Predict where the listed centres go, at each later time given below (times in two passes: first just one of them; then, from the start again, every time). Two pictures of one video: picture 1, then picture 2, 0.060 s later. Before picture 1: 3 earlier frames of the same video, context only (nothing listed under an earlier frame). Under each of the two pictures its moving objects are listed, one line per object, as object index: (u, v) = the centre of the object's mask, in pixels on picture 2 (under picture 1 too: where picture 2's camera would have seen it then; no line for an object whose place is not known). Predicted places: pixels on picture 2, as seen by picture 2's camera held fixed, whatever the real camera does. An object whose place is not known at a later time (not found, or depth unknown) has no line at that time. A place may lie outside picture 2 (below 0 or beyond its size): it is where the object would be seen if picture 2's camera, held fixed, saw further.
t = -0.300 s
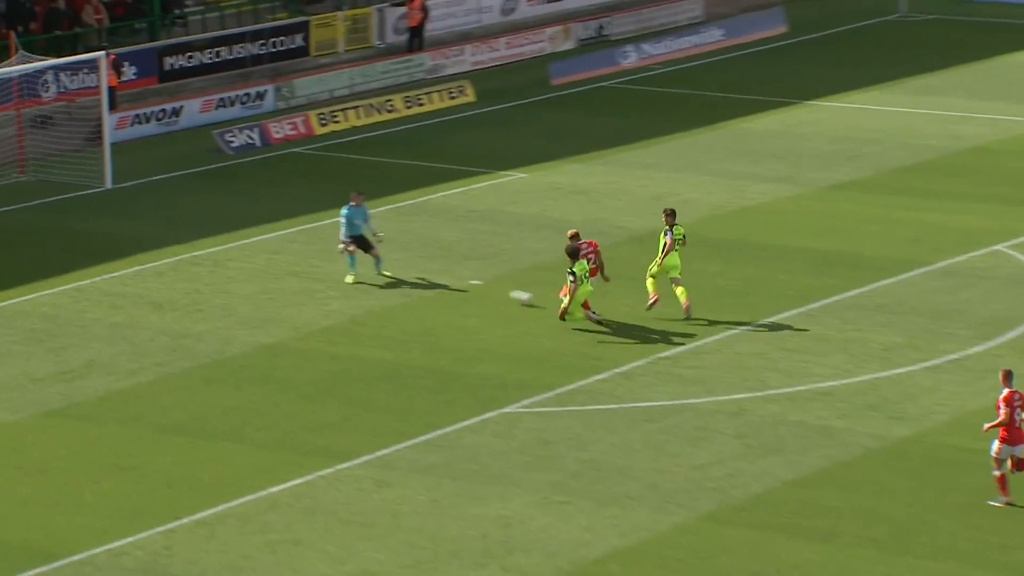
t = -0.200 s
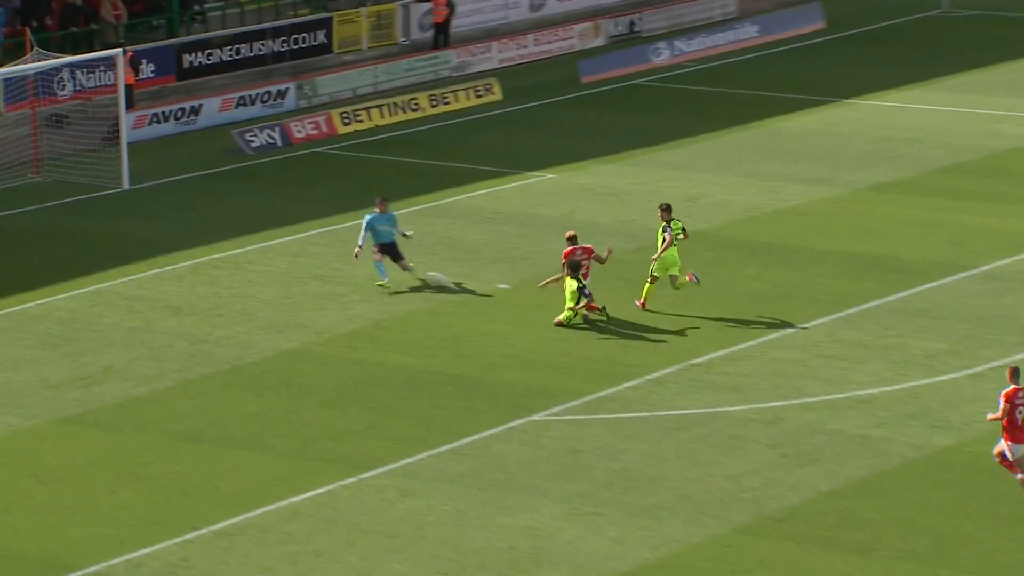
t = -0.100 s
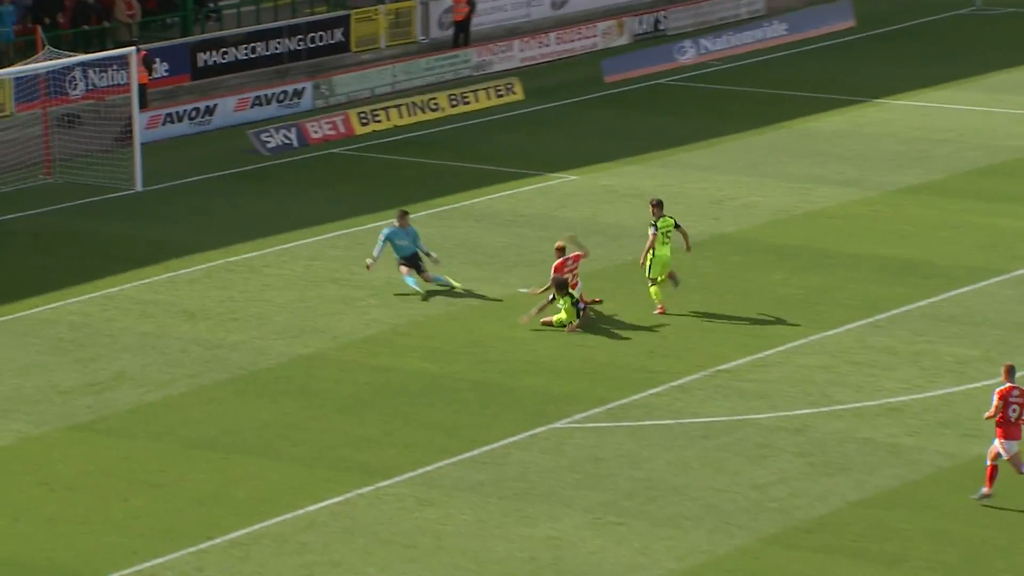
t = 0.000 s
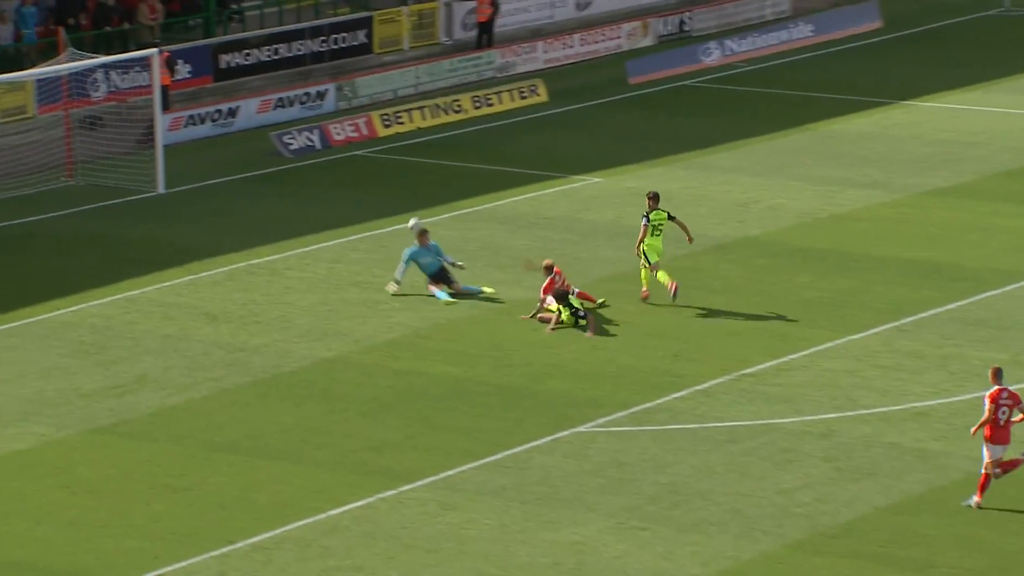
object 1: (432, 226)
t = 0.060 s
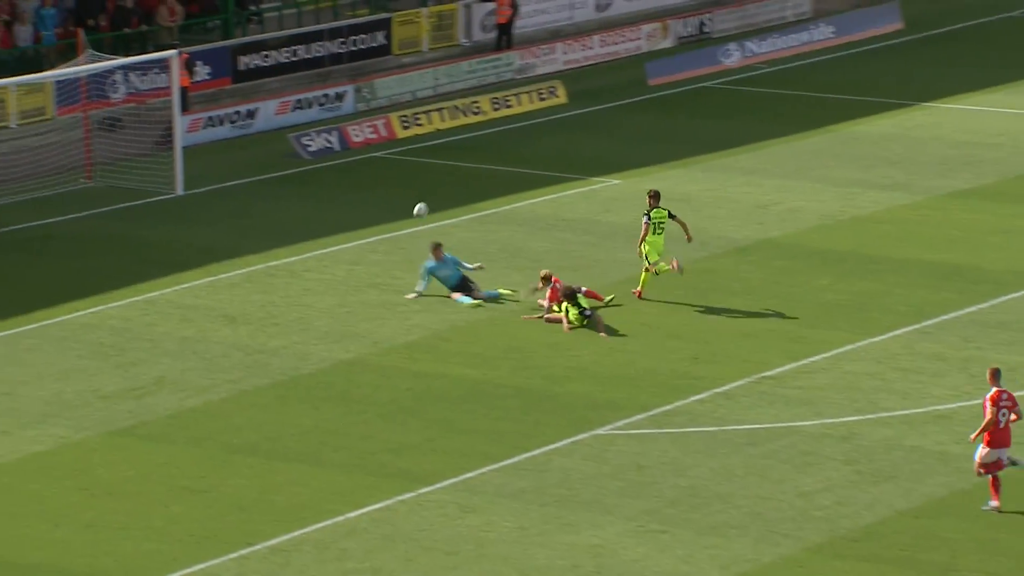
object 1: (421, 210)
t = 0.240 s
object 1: (387, 174)
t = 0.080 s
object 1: (417, 204)
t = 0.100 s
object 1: (413, 199)
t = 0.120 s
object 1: (410, 196)
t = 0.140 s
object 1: (407, 192)
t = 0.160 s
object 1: (403, 188)
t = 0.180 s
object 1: (399, 184)
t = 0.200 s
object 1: (395, 181)
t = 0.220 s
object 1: (391, 177)
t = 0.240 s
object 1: (387, 174)
